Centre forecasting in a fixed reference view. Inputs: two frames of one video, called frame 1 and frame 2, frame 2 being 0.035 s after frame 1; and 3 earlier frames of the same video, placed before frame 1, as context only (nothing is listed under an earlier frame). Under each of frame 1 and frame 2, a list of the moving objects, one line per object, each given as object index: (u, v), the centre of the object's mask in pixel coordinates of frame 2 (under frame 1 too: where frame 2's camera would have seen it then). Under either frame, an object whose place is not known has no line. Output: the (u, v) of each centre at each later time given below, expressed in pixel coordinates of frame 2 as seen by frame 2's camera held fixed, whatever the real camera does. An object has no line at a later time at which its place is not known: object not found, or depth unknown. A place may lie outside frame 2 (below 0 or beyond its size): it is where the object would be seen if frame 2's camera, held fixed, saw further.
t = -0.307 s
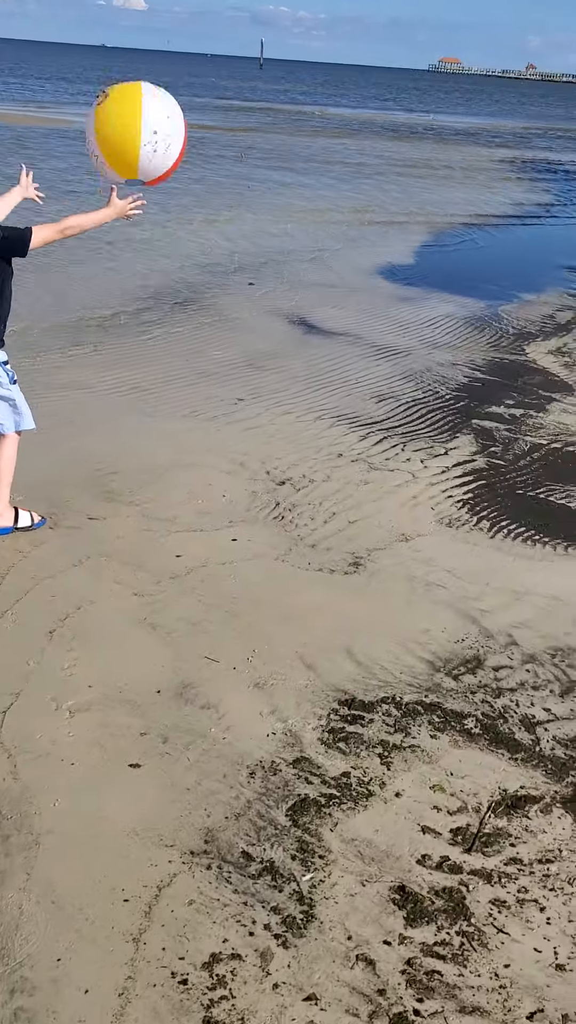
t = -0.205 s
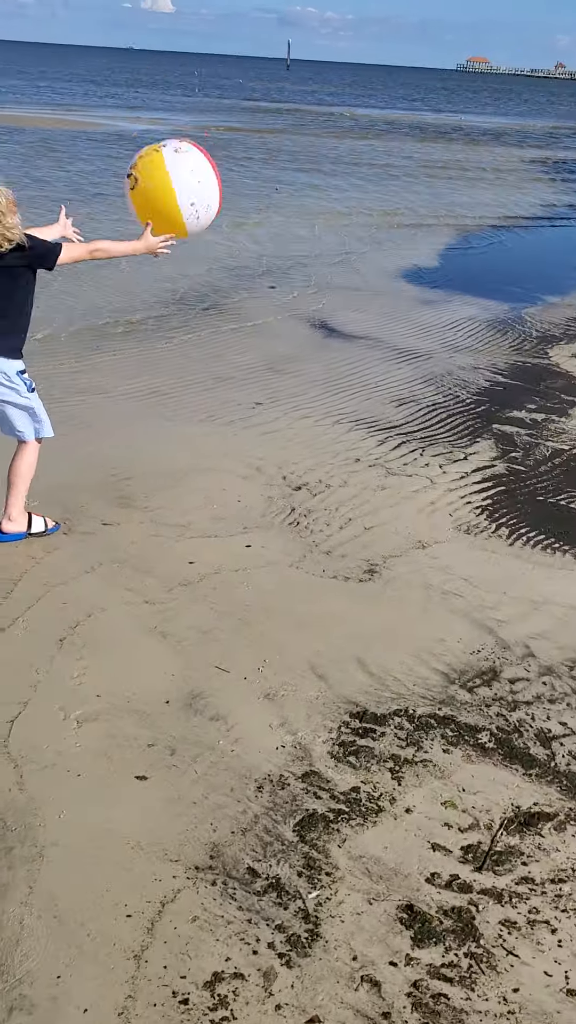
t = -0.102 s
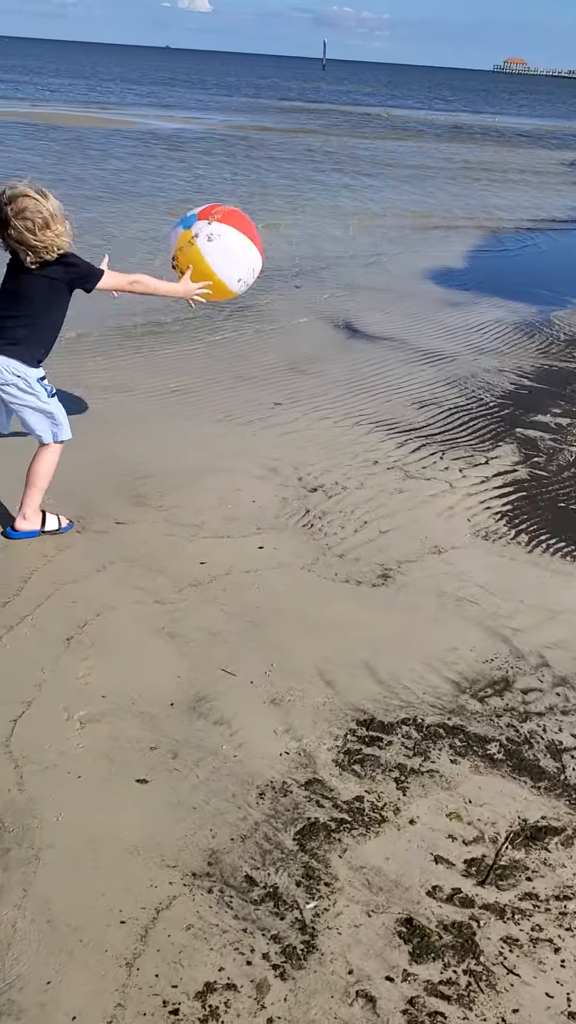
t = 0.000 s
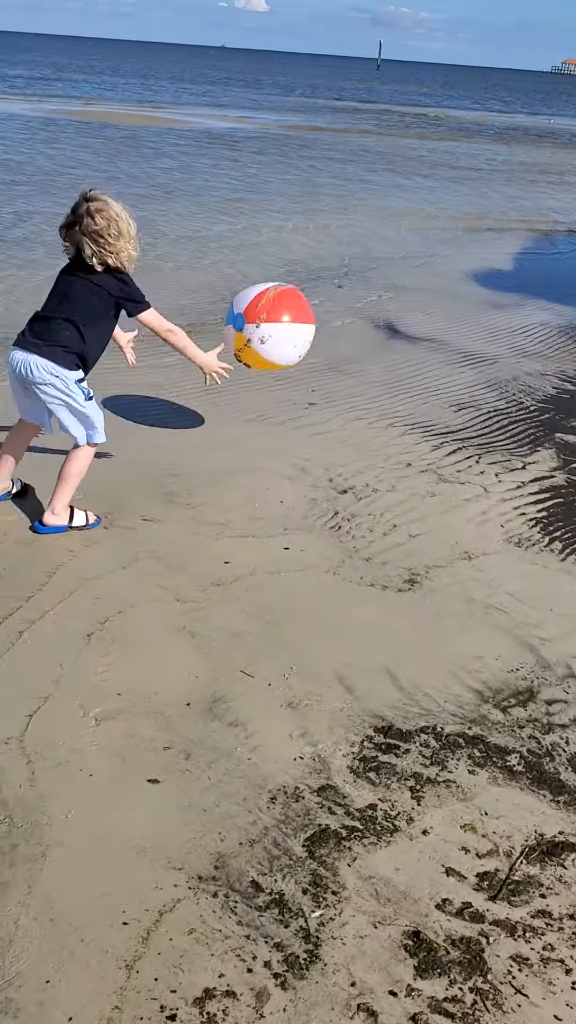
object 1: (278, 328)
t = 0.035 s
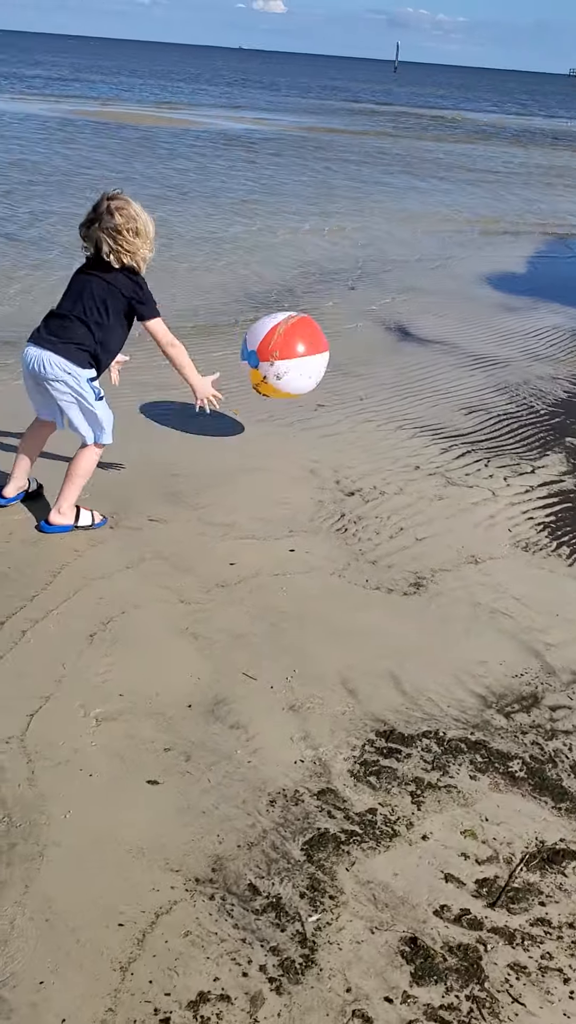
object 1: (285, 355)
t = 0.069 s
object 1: (291, 382)
